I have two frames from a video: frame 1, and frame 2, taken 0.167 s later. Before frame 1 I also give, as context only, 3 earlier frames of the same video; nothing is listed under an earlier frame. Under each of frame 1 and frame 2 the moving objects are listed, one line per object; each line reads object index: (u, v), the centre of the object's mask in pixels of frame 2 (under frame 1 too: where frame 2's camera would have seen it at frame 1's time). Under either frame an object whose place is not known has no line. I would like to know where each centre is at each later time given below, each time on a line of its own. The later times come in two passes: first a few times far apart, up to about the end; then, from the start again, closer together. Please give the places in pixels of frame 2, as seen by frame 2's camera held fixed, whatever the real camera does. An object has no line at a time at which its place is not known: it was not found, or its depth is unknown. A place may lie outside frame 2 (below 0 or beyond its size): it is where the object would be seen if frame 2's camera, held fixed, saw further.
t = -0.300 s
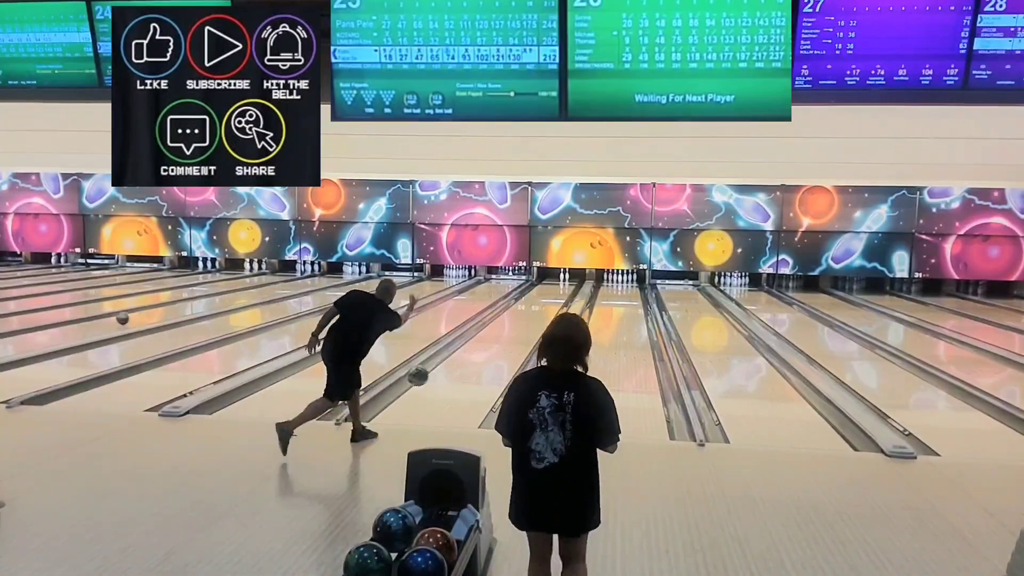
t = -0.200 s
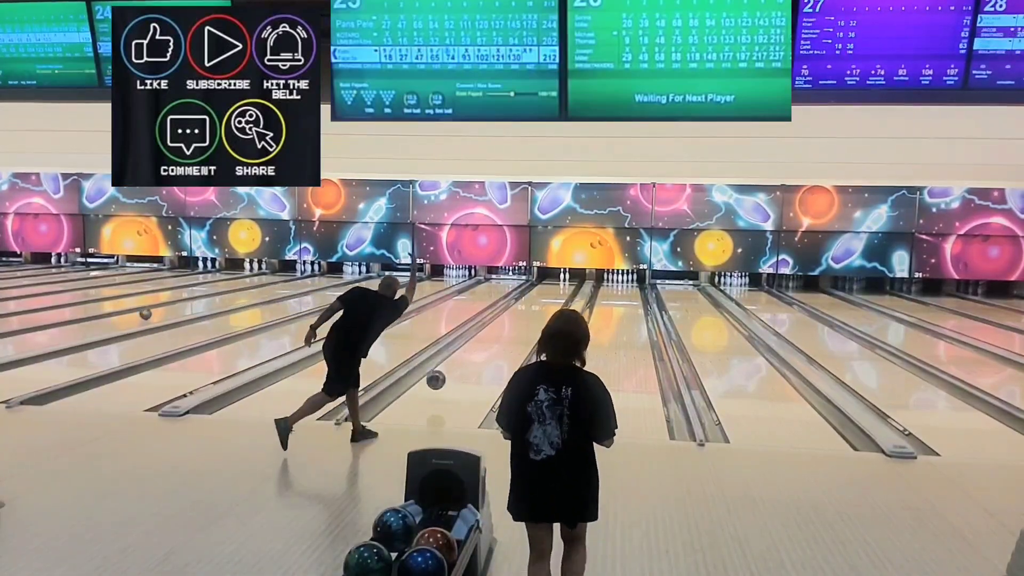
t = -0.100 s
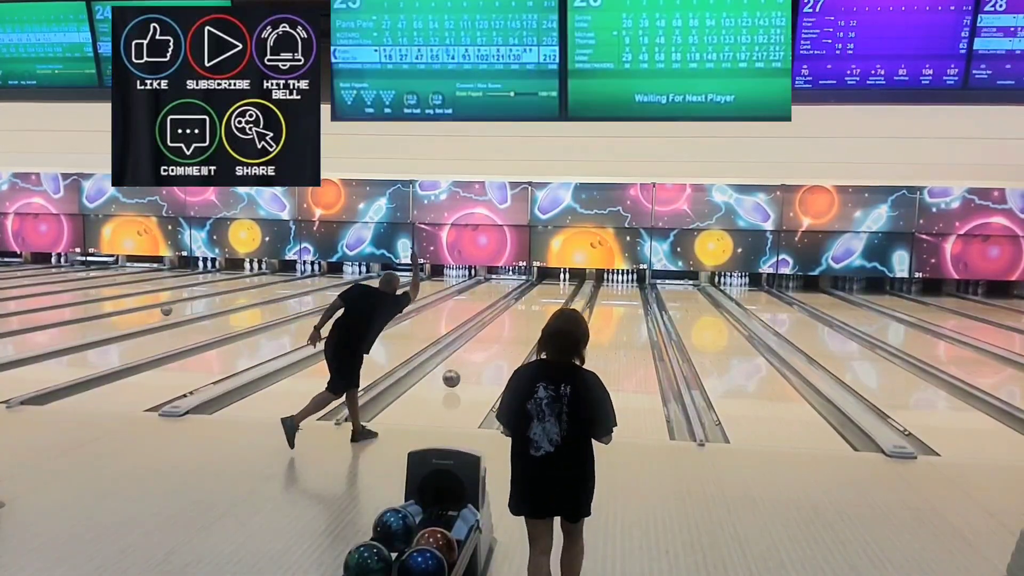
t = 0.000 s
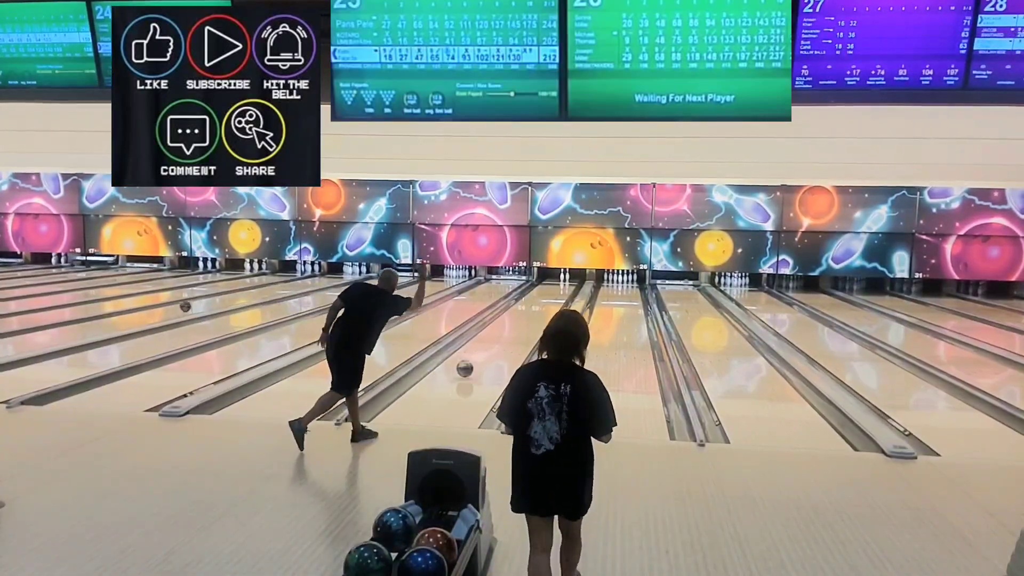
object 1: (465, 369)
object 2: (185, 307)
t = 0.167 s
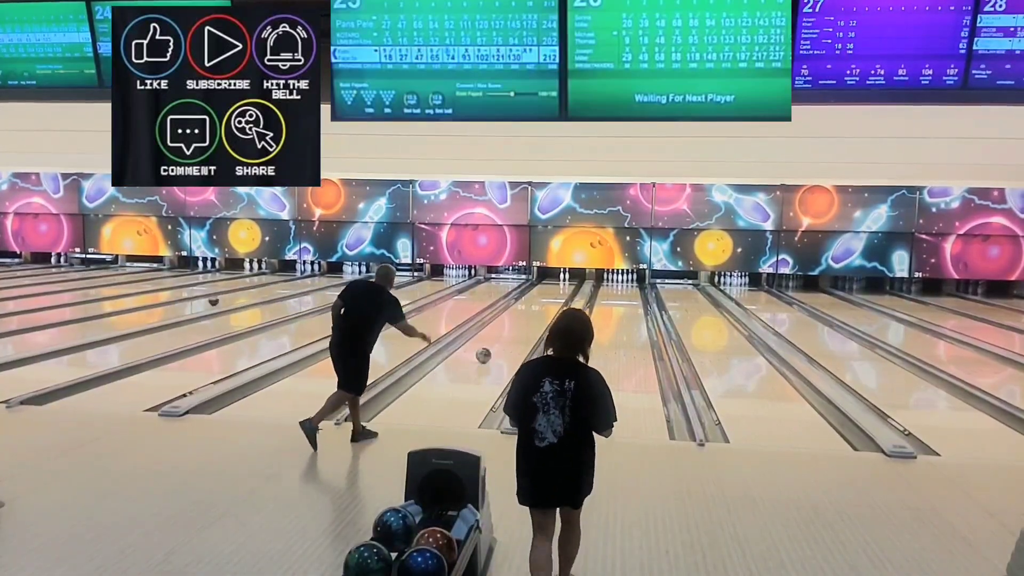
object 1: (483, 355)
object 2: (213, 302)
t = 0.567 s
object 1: (516, 330)
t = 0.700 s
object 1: (524, 323)
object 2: (281, 287)
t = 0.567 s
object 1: (516, 330)
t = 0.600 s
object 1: (518, 328)
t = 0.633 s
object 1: (520, 326)
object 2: (275, 289)
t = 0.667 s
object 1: (522, 325)
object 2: (278, 288)
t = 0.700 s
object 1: (524, 323)
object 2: (281, 287)
